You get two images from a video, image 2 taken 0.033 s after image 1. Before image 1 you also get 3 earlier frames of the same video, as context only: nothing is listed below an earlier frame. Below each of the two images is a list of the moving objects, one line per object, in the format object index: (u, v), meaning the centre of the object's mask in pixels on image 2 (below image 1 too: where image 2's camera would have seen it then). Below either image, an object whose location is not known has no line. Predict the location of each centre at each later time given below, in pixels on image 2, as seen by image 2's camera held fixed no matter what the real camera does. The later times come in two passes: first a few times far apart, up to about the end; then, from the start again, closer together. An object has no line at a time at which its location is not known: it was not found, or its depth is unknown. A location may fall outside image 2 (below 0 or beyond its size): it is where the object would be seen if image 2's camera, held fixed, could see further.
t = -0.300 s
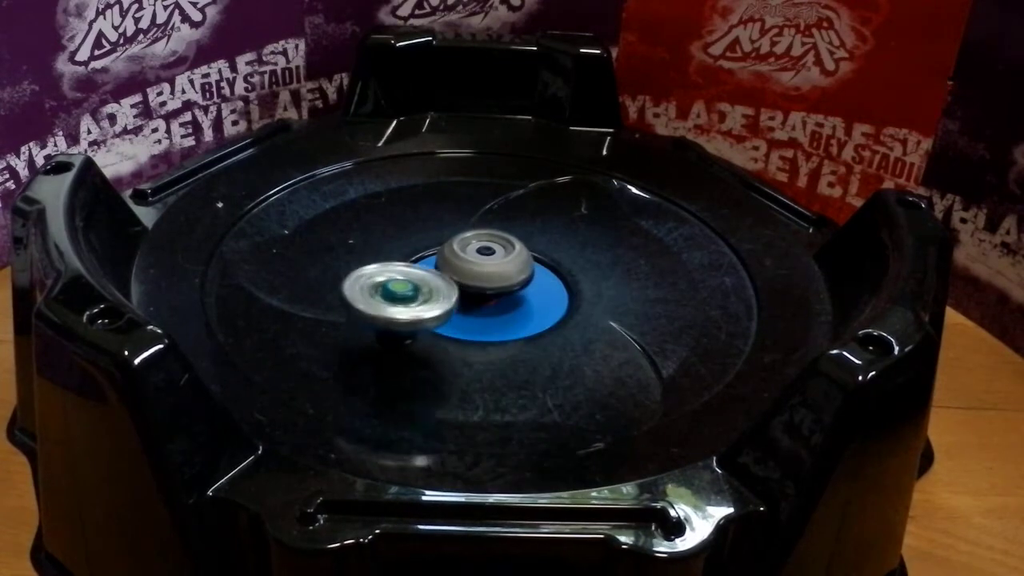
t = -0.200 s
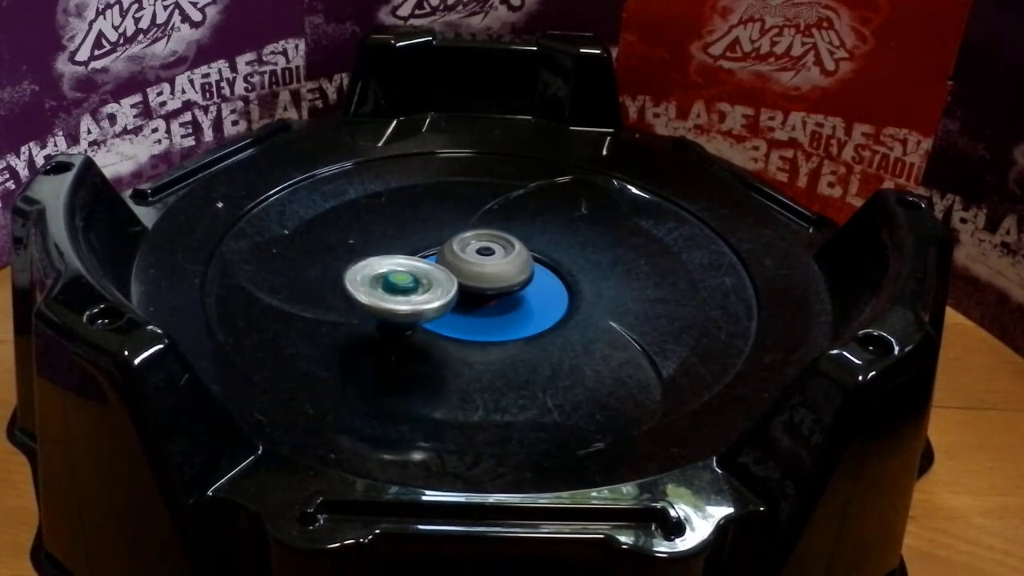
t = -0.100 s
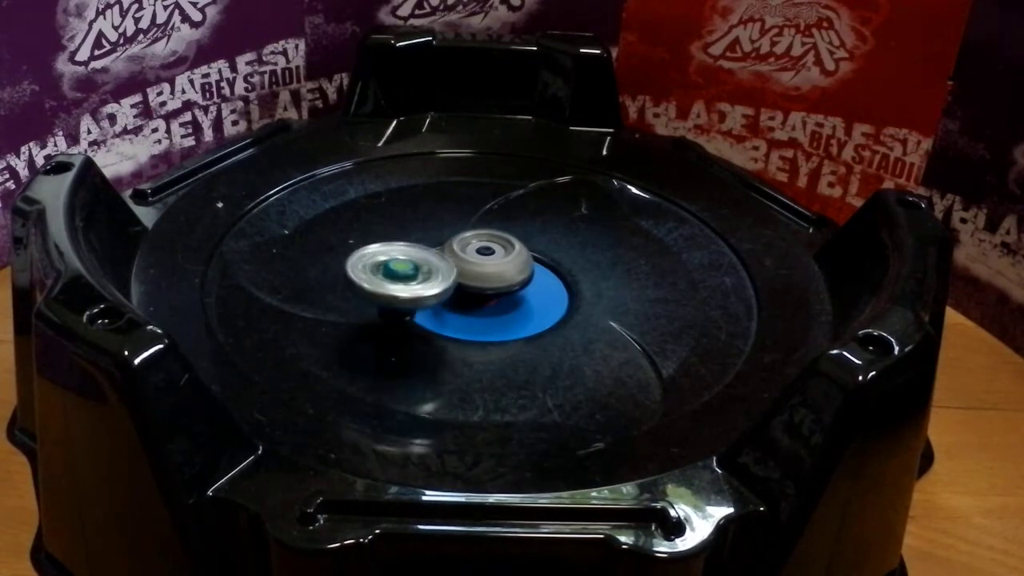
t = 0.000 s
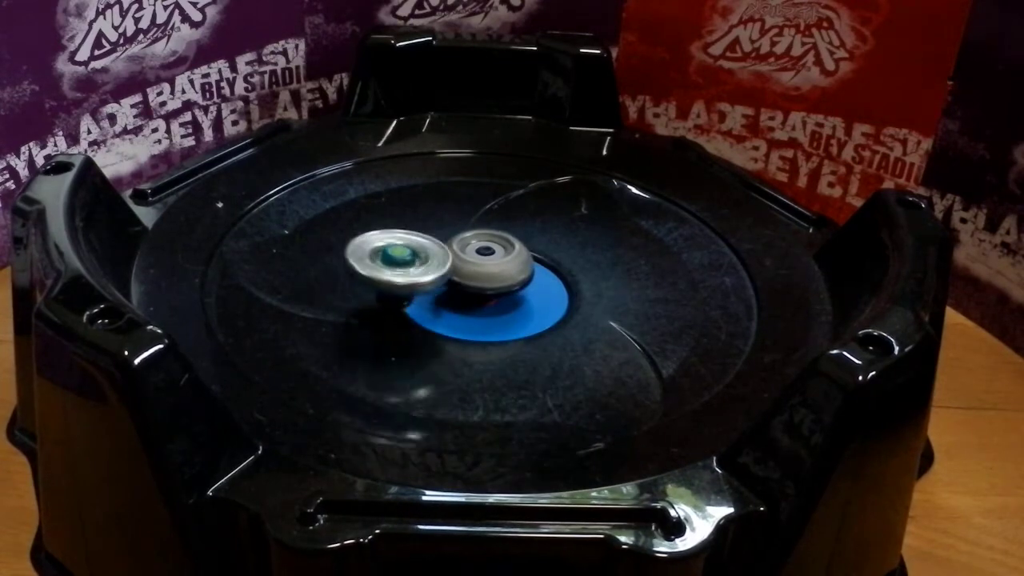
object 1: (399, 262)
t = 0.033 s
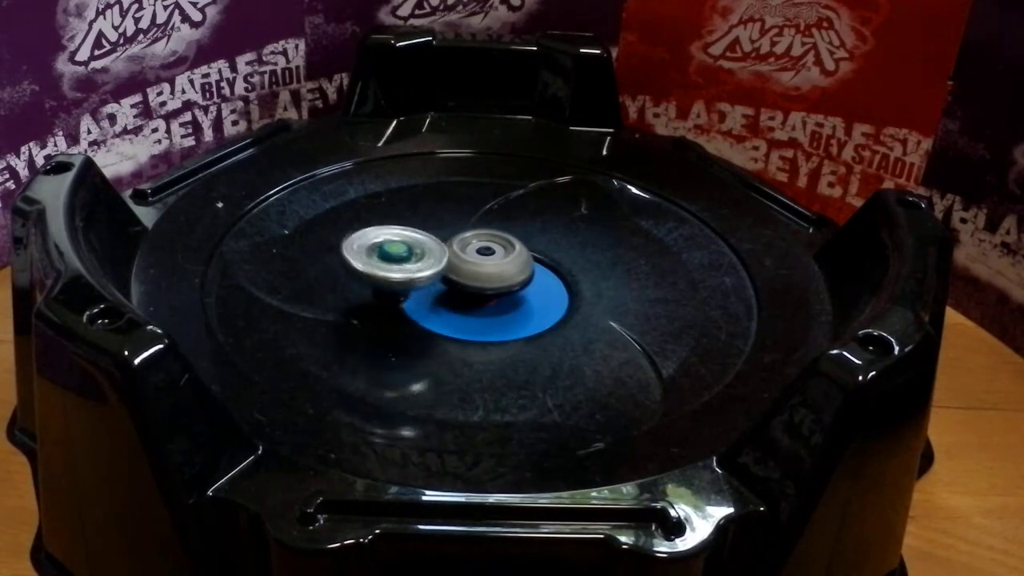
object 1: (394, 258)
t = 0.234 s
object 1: (375, 235)
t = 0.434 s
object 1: (376, 227)
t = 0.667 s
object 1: (388, 216)
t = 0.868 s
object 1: (385, 213)
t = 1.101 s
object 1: (413, 210)
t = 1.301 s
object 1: (412, 207)
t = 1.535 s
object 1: (417, 125)
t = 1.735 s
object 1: (434, 156)
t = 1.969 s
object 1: (436, 176)
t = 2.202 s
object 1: (417, 145)
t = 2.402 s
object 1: (420, 174)
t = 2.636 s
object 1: (548, 175)
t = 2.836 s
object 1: (589, 156)
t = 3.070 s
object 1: (578, 199)
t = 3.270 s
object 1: (627, 247)
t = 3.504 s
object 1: (711, 307)
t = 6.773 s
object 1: (599, 224)
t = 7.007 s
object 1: (681, 223)
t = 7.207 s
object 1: (648, 213)
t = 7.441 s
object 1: (622, 223)
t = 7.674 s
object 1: (625, 242)
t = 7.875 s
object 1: (604, 256)
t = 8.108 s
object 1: (608, 247)
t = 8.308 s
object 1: (598, 271)
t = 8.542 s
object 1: (587, 289)
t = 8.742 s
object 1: (577, 292)
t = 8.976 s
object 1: (579, 290)
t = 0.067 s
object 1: (389, 253)
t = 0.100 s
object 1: (385, 248)
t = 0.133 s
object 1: (381, 243)
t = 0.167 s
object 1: (379, 240)
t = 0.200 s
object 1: (377, 237)
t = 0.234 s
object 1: (375, 235)
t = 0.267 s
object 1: (373, 233)
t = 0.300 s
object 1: (372, 232)
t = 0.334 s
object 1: (371, 230)
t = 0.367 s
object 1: (371, 228)
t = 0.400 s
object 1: (373, 227)
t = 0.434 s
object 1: (376, 227)
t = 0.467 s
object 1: (380, 226)
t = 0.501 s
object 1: (384, 227)
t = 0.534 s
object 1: (391, 226)
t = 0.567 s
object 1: (397, 226)
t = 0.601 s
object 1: (395, 222)
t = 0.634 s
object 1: (391, 219)
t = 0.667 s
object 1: (388, 216)
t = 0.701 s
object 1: (387, 214)
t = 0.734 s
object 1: (386, 214)
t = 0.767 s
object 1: (385, 213)
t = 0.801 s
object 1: (383, 213)
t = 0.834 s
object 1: (383, 213)
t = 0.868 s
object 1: (385, 213)
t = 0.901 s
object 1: (389, 213)
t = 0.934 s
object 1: (394, 213)
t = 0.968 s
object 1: (401, 214)
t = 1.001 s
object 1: (406, 214)
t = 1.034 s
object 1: (409, 212)
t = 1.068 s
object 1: (413, 211)
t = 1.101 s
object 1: (413, 210)
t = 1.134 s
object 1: (413, 210)
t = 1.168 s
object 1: (411, 210)
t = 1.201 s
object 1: (408, 209)
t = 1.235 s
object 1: (407, 208)
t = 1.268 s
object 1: (407, 207)
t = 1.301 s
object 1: (412, 207)
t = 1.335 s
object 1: (419, 207)
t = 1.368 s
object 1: (427, 208)
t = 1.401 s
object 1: (425, 175)
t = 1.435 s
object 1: (422, 163)
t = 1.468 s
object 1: (420, 149)
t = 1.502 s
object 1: (418, 137)
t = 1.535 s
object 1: (417, 125)
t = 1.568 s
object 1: (418, 121)
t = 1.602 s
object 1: (421, 122)
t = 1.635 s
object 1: (423, 126)
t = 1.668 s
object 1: (427, 137)
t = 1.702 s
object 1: (431, 146)
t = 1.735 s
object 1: (434, 156)
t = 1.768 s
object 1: (437, 165)
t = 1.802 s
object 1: (439, 173)
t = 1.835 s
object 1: (441, 183)
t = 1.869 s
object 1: (443, 191)
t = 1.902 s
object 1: (446, 197)
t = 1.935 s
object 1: (442, 186)
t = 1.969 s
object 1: (436, 176)
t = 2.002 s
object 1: (431, 166)
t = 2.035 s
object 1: (426, 158)
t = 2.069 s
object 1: (423, 154)
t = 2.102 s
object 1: (421, 148)
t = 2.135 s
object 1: (420, 143)
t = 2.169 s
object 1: (419, 142)
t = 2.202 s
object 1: (417, 145)
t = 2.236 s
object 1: (415, 150)
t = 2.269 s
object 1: (411, 154)
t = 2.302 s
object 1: (410, 159)
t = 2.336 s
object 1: (410, 165)
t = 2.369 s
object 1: (413, 169)
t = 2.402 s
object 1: (420, 174)
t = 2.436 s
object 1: (431, 179)
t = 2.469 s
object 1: (445, 185)
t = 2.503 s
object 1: (462, 189)
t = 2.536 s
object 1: (480, 194)
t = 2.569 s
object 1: (500, 191)
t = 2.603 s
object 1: (526, 181)
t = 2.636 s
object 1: (548, 175)
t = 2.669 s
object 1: (566, 164)
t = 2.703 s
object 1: (578, 156)
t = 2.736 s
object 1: (585, 150)
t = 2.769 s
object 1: (590, 147)
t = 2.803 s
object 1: (591, 150)
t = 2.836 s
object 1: (589, 156)
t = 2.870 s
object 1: (585, 162)
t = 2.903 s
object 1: (582, 170)
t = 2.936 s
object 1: (579, 175)
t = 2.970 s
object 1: (577, 179)
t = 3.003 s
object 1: (575, 184)
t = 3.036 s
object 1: (575, 192)
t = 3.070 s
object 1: (578, 199)
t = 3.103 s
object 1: (583, 205)
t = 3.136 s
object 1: (589, 211)
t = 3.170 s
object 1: (596, 221)
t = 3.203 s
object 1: (605, 229)
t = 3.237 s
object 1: (616, 238)
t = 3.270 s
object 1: (627, 247)
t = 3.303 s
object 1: (638, 256)
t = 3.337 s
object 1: (650, 267)
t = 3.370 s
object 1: (662, 275)
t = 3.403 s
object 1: (675, 283)
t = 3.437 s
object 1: (688, 293)
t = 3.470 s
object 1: (701, 302)
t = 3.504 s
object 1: (711, 307)
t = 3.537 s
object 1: (714, 309)
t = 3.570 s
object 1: (713, 310)
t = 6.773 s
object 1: (599, 224)
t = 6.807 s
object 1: (623, 227)
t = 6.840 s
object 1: (639, 229)
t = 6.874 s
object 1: (654, 228)
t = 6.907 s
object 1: (663, 228)
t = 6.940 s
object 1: (675, 226)
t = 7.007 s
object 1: (681, 223)
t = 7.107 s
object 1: (668, 218)
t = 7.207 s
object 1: (648, 213)
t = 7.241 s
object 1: (644, 213)
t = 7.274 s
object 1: (637, 212)
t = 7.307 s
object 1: (636, 213)
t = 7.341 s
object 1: (632, 214)
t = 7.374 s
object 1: (633, 216)
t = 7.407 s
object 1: (629, 219)
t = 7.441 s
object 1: (622, 223)
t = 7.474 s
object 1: (608, 228)
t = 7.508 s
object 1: (591, 231)
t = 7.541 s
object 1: (574, 235)
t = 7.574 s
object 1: (592, 222)
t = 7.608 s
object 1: (609, 226)
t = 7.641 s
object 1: (617, 239)
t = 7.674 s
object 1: (625, 242)
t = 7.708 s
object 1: (627, 248)
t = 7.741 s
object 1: (626, 251)
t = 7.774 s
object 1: (625, 255)
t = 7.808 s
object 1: (618, 255)
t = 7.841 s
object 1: (612, 253)
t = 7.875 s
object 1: (604, 256)
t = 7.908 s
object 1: (594, 252)
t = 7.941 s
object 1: (588, 250)
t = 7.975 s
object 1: (582, 248)
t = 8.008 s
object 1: (591, 245)
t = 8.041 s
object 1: (600, 244)
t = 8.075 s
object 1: (604, 245)
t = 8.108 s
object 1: (608, 247)
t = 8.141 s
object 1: (610, 253)
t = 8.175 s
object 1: (609, 257)
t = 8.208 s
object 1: (609, 263)
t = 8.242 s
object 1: (606, 267)
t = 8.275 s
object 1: (601, 269)
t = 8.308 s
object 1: (598, 271)
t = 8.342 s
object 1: (592, 270)
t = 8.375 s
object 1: (586, 271)
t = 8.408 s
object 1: (581, 273)
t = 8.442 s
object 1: (580, 274)
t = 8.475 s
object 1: (586, 279)
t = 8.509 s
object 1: (588, 285)
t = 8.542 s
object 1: (587, 289)
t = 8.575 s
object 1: (587, 290)
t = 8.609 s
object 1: (585, 292)
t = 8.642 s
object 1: (583, 295)
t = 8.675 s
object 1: (580, 292)
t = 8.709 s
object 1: (579, 291)
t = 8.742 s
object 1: (577, 292)
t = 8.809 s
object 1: (574, 286)
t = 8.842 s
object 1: (572, 285)
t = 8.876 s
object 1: (568, 285)
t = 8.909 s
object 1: (568, 282)
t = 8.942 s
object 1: (572, 283)
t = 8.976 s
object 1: (579, 290)
